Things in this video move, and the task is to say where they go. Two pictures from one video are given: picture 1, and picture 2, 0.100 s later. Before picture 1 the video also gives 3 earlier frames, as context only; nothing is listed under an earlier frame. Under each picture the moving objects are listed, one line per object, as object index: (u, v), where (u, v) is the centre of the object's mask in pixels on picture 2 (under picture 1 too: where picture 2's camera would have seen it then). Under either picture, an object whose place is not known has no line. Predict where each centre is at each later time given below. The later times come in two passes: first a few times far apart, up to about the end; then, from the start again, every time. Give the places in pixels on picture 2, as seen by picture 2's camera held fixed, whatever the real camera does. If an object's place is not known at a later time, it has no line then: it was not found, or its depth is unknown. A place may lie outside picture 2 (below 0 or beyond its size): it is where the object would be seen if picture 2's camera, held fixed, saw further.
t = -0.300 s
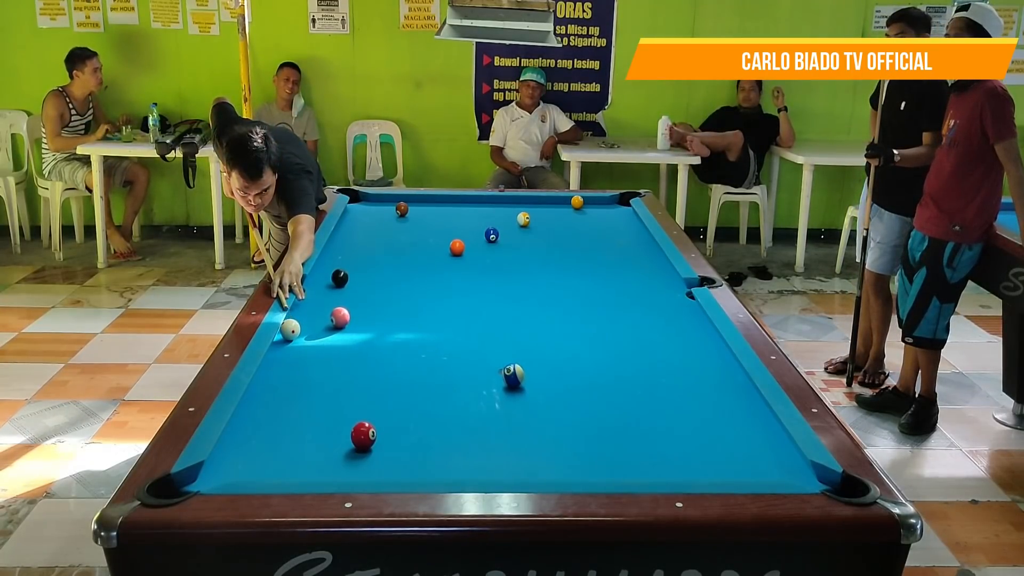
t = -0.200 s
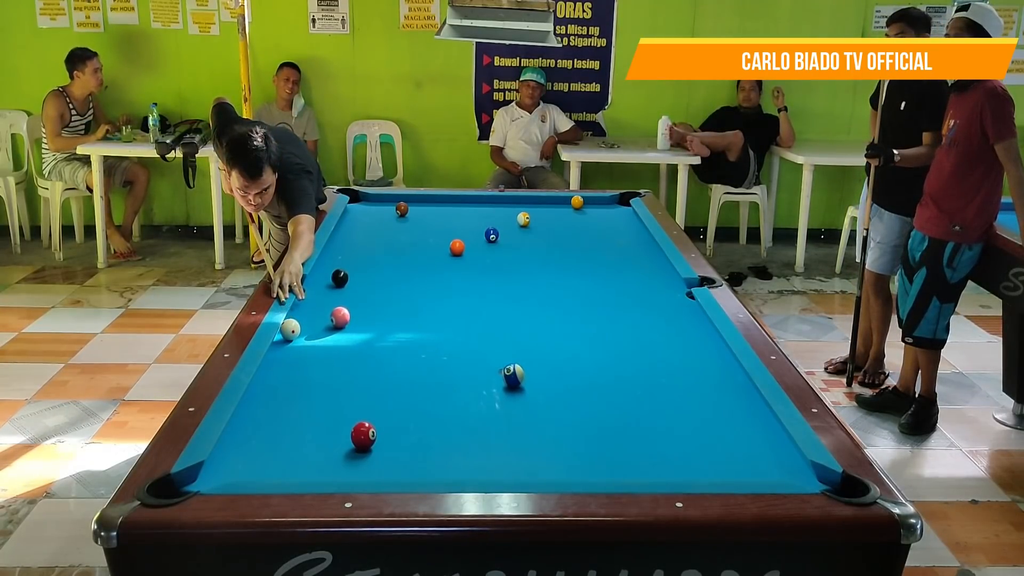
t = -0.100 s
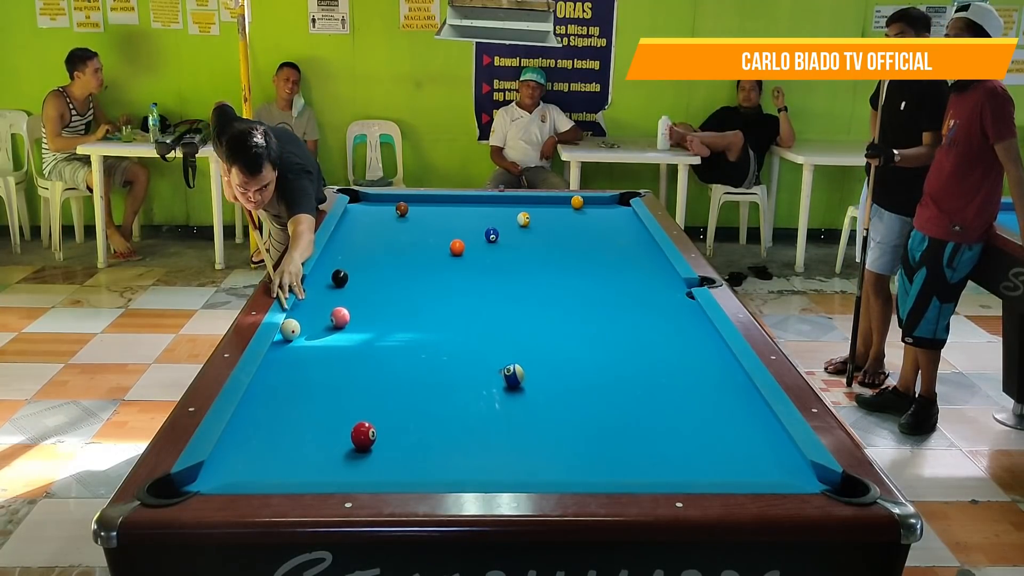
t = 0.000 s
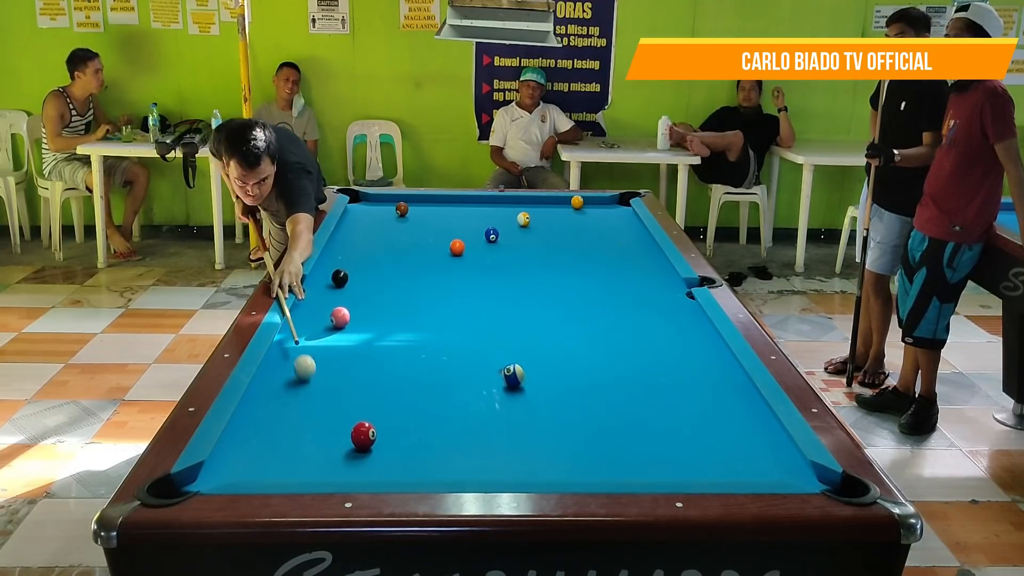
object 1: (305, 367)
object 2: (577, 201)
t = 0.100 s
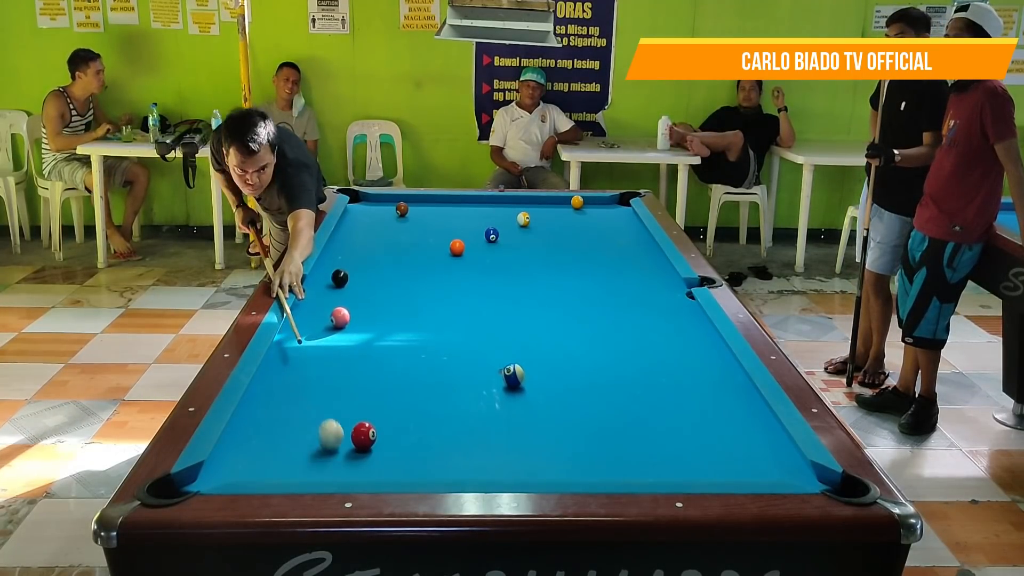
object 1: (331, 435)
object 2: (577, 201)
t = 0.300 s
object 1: (434, 398)
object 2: (577, 201)
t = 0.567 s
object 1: (534, 318)
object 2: (577, 201)
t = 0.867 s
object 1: (609, 263)
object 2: (577, 201)
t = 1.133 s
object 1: (629, 229)
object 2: (577, 201)
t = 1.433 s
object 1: (583, 205)
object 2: (572, 199)
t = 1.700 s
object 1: (588, 204)
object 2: (552, 204)
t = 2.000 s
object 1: (597, 203)
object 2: (524, 208)
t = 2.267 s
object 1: (604, 203)
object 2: (499, 214)
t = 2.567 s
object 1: (611, 202)
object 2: (472, 219)
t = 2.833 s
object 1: (616, 202)
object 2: (448, 223)
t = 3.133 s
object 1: (620, 201)
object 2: (421, 228)
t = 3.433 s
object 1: (622, 201)
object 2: (395, 233)
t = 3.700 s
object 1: (623, 201)
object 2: (372, 237)
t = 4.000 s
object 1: (623, 201)
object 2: (348, 241)
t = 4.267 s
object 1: (623, 201)
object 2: (336, 244)
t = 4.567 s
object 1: (623, 201)
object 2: (345, 247)
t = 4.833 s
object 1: (623, 201)
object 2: (353, 248)
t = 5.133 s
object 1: (623, 201)
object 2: (360, 250)
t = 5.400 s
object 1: (623, 201)
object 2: (365, 251)
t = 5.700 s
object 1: (623, 201)
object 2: (369, 252)
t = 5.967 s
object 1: (623, 201)
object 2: (373, 252)
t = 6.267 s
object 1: (623, 201)
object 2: (375, 253)
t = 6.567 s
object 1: (623, 201)
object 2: (375, 253)
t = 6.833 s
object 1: (623, 201)
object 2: (375, 253)
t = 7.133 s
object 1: (623, 201)
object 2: (375, 253)
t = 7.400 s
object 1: (623, 201)
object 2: (375, 253)
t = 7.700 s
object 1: (623, 201)
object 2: (375, 253)
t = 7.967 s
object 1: (623, 201)
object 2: (375, 253)
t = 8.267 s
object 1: (623, 201)
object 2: (375, 253)
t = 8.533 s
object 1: (623, 201)
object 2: (375, 253)
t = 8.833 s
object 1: (623, 201)
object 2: (375, 253)
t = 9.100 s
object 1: (623, 201)
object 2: (375, 253)
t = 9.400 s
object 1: (623, 201)
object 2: (375, 253)
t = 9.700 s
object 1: (623, 201)
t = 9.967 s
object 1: (623, 201)
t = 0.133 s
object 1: (341, 461)
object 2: (577, 201)
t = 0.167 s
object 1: (358, 467)
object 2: (577, 201)
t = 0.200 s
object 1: (380, 449)
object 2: (577, 201)
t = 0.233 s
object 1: (400, 430)
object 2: (577, 201)
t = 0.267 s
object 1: (418, 413)
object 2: (577, 201)
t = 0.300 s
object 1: (434, 398)
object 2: (577, 201)
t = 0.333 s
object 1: (450, 384)
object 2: (577, 201)
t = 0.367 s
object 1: (464, 372)
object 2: (577, 201)
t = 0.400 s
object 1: (477, 361)
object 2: (577, 201)
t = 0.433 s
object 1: (490, 351)
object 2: (577, 201)
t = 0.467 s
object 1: (502, 342)
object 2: (577, 201)
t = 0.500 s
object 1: (513, 333)
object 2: (577, 201)
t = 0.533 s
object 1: (524, 326)
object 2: (577, 201)
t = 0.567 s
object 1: (534, 318)
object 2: (577, 201)
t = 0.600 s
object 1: (544, 311)
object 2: (577, 201)
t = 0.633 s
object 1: (553, 304)
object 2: (577, 201)
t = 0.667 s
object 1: (562, 297)
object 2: (577, 201)
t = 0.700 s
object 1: (571, 291)
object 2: (577, 201)
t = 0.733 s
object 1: (579, 285)
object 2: (577, 201)
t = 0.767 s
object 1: (587, 279)
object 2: (577, 201)
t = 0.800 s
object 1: (595, 273)
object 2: (577, 201)
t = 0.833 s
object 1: (602, 268)
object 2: (577, 201)
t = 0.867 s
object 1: (609, 263)
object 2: (577, 201)
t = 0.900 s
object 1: (616, 258)
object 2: (577, 201)
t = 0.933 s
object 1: (623, 253)
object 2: (577, 201)
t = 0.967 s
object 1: (629, 248)
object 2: (577, 201)
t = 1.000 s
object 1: (635, 244)
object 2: (577, 201)
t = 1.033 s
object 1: (641, 240)
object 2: (577, 201)
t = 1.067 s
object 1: (645, 235)
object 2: (577, 201)
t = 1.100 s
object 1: (637, 232)
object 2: (577, 201)
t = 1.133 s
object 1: (629, 229)
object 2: (577, 201)
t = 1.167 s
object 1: (623, 225)
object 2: (577, 201)
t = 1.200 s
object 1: (616, 222)
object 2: (577, 201)
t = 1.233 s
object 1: (610, 219)
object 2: (577, 201)
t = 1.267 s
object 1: (605, 216)
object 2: (577, 201)
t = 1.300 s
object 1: (599, 213)
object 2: (577, 201)
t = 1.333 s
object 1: (593, 210)
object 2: (577, 201)
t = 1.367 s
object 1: (588, 208)
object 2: (577, 201)
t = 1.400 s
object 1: (583, 205)
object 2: (575, 200)
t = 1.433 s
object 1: (583, 205)
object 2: (572, 199)
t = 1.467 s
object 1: (582, 204)
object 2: (570, 199)
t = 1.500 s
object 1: (581, 204)
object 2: (570, 200)
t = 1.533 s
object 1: (581, 204)
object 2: (568, 201)
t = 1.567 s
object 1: (583, 204)
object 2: (565, 202)
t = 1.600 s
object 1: (585, 204)
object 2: (562, 202)
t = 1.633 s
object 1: (586, 204)
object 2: (558, 203)
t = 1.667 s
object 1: (587, 204)
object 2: (555, 203)
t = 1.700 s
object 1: (588, 204)
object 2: (552, 204)
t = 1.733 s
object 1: (589, 204)
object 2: (549, 205)
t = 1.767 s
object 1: (590, 204)
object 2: (546, 205)
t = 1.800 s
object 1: (591, 204)
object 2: (543, 206)
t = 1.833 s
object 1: (592, 204)
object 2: (540, 206)
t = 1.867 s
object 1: (593, 203)
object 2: (536, 207)
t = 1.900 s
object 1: (594, 203)
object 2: (533, 207)
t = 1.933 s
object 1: (595, 203)
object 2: (530, 208)
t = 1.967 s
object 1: (596, 203)
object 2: (527, 208)
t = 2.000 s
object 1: (597, 203)
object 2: (524, 208)
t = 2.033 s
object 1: (598, 203)
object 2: (521, 208)
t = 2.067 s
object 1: (599, 203)
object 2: (517, 209)
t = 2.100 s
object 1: (600, 203)
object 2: (514, 210)
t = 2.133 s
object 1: (601, 203)
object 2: (512, 211)
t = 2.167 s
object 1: (602, 203)
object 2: (509, 212)
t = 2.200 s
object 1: (603, 203)
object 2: (506, 212)
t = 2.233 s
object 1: (603, 203)
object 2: (502, 213)
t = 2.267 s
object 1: (604, 203)
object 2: (499, 214)
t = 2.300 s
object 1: (605, 202)
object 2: (496, 214)
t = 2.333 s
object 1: (606, 202)
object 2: (493, 215)
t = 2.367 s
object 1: (607, 202)
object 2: (490, 215)
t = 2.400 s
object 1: (608, 202)
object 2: (487, 216)
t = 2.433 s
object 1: (608, 202)
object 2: (484, 216)
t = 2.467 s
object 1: (609, 202)
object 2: (481, 217)
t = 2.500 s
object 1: (610, 202)
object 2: (478, 218)
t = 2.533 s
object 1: (610, 202)
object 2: (475, 218)
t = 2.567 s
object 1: (611, 202)
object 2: (472, 219)
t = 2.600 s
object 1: (612, 202)
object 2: (469, 219)
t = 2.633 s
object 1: (612, 202)
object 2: (466, 220)
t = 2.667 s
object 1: (613, 202)
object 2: (463, 220)
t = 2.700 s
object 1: (613, 202)
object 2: (460, 221)
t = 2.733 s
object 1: (614, 202)
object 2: (457, 221)
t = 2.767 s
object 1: (615, 202)
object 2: (454, 222)
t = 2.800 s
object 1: (615, 202)
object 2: (451, 223)
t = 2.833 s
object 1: (616, 202)
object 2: (448, 223)
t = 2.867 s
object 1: (616, 202)
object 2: (445, 224)
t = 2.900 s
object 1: (617, 202)
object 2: (442, 224)
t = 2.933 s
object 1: (617, 202)
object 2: (439, 225)
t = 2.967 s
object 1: (618, 202)
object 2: (436, 225)
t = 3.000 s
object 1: (618, 201)
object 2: (433, 226)
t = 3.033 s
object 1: (619, 201)
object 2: (430, 226)
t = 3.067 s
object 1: (619, 201)
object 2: (427, 227)
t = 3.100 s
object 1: (619, 201)
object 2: (424, 227)
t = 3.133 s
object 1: (620, 201)
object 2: (421, 228)
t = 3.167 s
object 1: (620, 201)
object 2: (418, 229)
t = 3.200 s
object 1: (620, 201)
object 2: (415, 229)
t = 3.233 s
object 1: (621, 201)
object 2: (412, 230)
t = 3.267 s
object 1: (621, 201)
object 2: (409, 230)
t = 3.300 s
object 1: (621, 201)
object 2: (406, 231)
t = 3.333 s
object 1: (621, 201)
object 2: (403, 231)
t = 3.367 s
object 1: (622, 201)
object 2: (401, 232)
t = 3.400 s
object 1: (622, 201)
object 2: (398, 232)
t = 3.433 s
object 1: (622, 201)
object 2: (395, 233)
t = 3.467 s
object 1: (622, 201)
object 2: (392, 233)
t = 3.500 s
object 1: (622, 201)
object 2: (389, 234)
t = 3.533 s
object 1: (623, 201)
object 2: (386, 234)
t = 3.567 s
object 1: (623, 201)
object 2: (384, 235)
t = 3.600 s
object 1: (623, 201)
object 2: (381, 235)
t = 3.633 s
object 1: (623, 201)
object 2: (378, 236)
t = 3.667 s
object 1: (623, 201)
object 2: (375, 236)
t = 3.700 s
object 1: (623, 201)
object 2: (372, 237)
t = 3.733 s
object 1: (623, 201)
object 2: (369, 237)
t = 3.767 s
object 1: (623, 201)
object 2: (367, 238)
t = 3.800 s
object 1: (623, 201)
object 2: (364, 238)
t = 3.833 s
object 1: (623, 201)
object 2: (361, 239)
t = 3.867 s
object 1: (623, 201)
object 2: (358, 239)
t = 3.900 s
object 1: (623, 201)
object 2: (356, 239)
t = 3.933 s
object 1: (623, 201)
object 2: (353, 240)
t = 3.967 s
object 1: (623, 201)
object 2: (350, 240)
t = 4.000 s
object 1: (623, 201)
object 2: (348, 241)
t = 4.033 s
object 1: (623, 201)
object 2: (345, 242)
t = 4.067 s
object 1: (623, 201)
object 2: (342, 242)
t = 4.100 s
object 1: (623, 201)
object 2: (340, 242)
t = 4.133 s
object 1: (623, 201)
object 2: (337, 243)
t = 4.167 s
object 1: (623, 201)
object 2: (334, 243)
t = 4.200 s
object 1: (623, 201)
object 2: (334, 244)
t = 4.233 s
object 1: (623, 201)
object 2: (335, 244)
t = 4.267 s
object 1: (623, 201)
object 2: (336, 244)
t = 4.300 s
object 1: (623, 201)
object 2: (337, 244)
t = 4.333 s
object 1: (623, 201)
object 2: (338, 245)
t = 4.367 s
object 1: (623, 201)
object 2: (339, 245)
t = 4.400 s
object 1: (623, 201)
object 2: (340, 245)
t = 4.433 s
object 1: (623, 201)
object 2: (341, 246)
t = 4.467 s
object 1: (623, 201)
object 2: (342, 246)
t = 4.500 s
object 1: (623, 201)
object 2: (343, 246)
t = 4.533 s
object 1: (623, 201)
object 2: (344, 246)
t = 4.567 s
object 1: (623, 201)
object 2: (345, 247)
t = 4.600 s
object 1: (623, 201)
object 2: (346, 247)
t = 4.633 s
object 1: (623, 201)
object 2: (347, 247)
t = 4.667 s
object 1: (623, 201)
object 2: (348, 247)
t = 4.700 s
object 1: (623, 201)
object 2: (349, 247)
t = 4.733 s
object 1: (623, 201)
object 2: (350, 248)
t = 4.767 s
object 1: (623, 201)
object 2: (351, 248)
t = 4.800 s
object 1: (623, 201)
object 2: (352, 248)
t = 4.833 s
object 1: (623, 201)
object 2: (353, 248)
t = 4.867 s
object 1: (623, 201)
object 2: (353, 249)
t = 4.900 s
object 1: (623, 201)
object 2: (354, 249)
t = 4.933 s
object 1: (623, 201)
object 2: (355, 249)
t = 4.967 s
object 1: (623, 201)
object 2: (356, 249)
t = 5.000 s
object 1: (623, 201)
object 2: (357, 249)
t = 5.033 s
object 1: (623, 201)
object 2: (357, 250)
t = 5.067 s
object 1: (623, 201)
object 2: (358, 250)
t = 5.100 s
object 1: (623, 201)
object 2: (359, 250)
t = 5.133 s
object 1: (623, 201)
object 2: (360, 250)
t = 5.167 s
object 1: (623, 201)
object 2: (360, 250)
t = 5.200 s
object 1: (623, 201)
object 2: (361, 250)
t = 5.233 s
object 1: (623, 201)
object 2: (362, 251)
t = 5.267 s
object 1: (623, 201)
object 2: (362, 251)
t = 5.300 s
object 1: (623, 201)
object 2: (363, 251)
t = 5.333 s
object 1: (623, 201)
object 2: (364, 251)
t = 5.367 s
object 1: (623, 201)
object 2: (364, 251)
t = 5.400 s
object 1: (623, 201)
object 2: (365, 251)
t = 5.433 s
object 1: (623, 201)
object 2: (365, 251)
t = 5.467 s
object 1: (623, 201)
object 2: (366, 252)
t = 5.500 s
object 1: (623, 201)
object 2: (367, 252)
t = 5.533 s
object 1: (623, 201)
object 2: (367, 252)
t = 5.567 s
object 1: (623, 201)
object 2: (368, 252)
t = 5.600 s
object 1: (623, 201)
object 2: (368, 252)
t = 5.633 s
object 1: (623, 201)
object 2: (369, 252)
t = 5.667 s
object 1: (623, 201)
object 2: (369, 252)
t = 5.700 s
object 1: (623, 201)
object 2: (369, 252)
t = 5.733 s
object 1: (623, 201)
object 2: (370, 252)
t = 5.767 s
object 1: (623, 201)
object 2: (370, 252)
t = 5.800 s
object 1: (623, 201)
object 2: (371, 252)
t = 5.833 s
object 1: (623, 201)
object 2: (371, 252)
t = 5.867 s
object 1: (623, 201)
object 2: (372, 252)
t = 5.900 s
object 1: (623, 201)
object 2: (372, 252)
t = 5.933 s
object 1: (623, 201)
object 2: (372, 252)
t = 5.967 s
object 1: (623, 201)
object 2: (373, 252)
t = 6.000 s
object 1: (623, 201)
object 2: (373, 253)
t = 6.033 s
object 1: (623, 201)
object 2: (373, 252)
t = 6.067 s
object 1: (623, 201)
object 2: (374, 253)
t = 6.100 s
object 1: (623, 201)
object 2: (374, 253)
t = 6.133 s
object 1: (623, 201)
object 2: (374, 253)
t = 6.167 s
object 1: (623, 201)
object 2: (374, 253)
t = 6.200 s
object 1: (623, 201)
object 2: (374, 253)
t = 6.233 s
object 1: (623, 201)
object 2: (375, 253)
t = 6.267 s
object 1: (623, 201)
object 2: (375, 253)
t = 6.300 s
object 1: (623, 201)
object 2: (375, 253)
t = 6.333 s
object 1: (623, 201)
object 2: (375, 253)
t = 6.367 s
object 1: (623, 201)
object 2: (375, 253)
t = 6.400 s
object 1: (623, 201)
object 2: (375, 253)
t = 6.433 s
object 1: (623, 201)
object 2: (375, 253)
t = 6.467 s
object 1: (623, 201)
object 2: (375, 253)
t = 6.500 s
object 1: (623, 201)
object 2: (375, 253)
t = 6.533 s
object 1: (623, 201)
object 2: (375, 253)
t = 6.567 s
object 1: (623, 201)
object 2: (375, 253)
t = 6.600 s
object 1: (623, 201)
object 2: (375, 253)
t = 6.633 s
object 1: (623, 201)
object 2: (375, 253)
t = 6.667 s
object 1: (623, 201)
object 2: (375, 253)
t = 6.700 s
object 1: (623, 201)
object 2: (375, 253)
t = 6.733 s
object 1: (623, 201)
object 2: (375, 253)
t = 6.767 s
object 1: (623, 201)
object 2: (375, 253)
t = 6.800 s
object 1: (623, 201)
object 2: (375, 253)
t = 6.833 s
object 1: (623, 201)
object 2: (375, 253)
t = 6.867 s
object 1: (623, 201)
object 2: (375, 253)
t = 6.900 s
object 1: (623, 201)
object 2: (375, 253)
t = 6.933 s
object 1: (623, 201)
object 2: (375, 253)
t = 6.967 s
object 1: (623, 201)
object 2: (375, 253)
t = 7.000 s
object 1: (623, 201)
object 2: (375, 253)
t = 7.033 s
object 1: (623, 201)
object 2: (375, 253)
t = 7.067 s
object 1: (623, 201)
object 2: (375, 253)
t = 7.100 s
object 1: (623, 201)
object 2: (375, 253)
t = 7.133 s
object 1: (623, 201)
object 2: (375, 253)
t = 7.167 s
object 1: (623, 201)
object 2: (375, 253)
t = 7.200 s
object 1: (623, 201)
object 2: (375, 253)
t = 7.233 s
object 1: (623, 201)
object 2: (375, 253)
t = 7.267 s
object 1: (623, 201)
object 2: (375, 253)
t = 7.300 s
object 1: (623, 201)
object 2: (375, 253)
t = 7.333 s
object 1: (623, 201)
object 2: (375, 253)
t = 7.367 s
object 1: (623, 201)
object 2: (375, 253)
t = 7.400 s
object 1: (623, 201)
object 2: (375, 253)
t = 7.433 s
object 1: (623, 201)
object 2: (375, 253)
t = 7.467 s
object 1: (623, 201)
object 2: (375, 253)
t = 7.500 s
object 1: (623, 201)
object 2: (375, 253)
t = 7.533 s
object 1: (623, 201)
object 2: (375, 253)
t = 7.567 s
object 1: (623, 201)
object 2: (375, 253)
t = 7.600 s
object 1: (623, 201)
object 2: (375, 253)
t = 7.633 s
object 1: (623, 201)
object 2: (375, 253)
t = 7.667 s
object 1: (623, 201)
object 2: (375, 253)
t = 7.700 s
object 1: (623, 201)
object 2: (375, 253)
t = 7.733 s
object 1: (623, 201)
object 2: (375, 253)
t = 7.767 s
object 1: (623, 201)
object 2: (375, 253)
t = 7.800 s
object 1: (623, 201)
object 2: (375, 253)
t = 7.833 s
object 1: (623, 201)
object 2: (375, 253)
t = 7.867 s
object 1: (623, 201)
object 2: (375, 253)
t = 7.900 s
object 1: (623, 201)
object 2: (375, 253)
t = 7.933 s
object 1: (623, 201)
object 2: (375, 253)
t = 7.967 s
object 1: (623, 201)
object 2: (375, 253)
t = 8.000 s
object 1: (623, 201)
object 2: (375, 253)
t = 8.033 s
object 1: (623, 201)
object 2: (375, 253)
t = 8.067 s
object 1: (623, 201)
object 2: (375, 253)
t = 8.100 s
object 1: (623, 201)
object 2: (375, 253)
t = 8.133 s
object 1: (623, 201)
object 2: (375, 253)
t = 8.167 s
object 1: (623, 201)
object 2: (375, 253)
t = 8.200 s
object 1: (623, 201)
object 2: (375, 253)
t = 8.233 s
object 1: (623, 201)
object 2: (375, 253)
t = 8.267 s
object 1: (623, 201)
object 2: (375, 253)
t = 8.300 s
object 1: (623, 201)
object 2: (375, 253)
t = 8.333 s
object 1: (623, 201)
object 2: (375, 253)
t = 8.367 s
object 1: (623, 201)
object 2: (375, 253)
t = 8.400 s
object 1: (623, 201)
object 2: (375, 253)
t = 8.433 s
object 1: (623, 201)
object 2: (375, 253)
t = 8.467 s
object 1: (623, 201)
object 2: (375, 253)
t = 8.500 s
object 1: (623, 201)
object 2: (375, 253)
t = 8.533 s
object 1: (623, 201)
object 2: (375, 253)
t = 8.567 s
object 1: (623, 201)
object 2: (375, 253)
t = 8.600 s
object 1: (623, 201)
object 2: (375, 253)
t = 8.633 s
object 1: (623, 201)
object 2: (375, 253)
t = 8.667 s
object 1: (623, 201)
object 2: (375, 253)
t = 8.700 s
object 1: (623, 201)
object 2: (375, 253)
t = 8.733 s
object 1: (623, 201)
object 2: (375, 253)
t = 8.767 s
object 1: (623, 201)
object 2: (375, 253)
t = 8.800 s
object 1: (623, 201)
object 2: (375, 253)
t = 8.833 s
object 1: (623, 201)
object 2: (375, 253)
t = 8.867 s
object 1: (623, 201)
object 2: (375, 253)
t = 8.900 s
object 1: (623, 201)
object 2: (375, 253)
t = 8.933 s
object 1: (623, 201)
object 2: (375, 253)
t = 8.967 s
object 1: (623, 201)
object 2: (375, 253)
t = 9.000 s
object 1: (623, 201)
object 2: (375, 253)
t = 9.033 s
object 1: (623, 201)
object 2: (375, 253)
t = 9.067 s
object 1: (623, 201)
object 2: (375, 253)
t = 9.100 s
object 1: (623, 201)
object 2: (375, 253)
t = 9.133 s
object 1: (623, 201)
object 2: (375, 253)
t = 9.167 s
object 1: (623, 201)
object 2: (375, 253)
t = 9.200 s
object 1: (623, 201)
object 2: (375, 253)
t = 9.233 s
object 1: (623, 201)
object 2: (375, 253)
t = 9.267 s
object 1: (623, 201)
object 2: (377, 252)
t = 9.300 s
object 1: (623, 201)
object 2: (374, 253)
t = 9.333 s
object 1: (623, 201)
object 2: (375, 253)
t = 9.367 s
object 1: (623, 201)
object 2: (375, 253)
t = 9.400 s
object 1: (623, 201)
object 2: (375, 253)
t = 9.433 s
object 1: (623, 201)
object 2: (375, 253)
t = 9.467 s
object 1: (623, 201)
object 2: (375, 253)
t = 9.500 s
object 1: (623, 201)
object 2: (375, 253)
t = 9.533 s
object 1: (623, 201)
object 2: (375, 253)
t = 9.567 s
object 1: (623, 201)
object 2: (375, 253)
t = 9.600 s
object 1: (623, 201)
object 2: (375, 253)
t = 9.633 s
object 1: (623, 201)
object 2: (378, 253)
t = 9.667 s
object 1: (623, 199)
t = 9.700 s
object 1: (623, 201)
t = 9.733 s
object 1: (623, 201)
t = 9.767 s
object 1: (623, 201)
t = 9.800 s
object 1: (623, 201)
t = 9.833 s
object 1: (623, 201)
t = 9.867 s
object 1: (623, 201)
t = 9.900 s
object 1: (623, 201)
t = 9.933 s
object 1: (623, 201)
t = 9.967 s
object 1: (623, 201)
